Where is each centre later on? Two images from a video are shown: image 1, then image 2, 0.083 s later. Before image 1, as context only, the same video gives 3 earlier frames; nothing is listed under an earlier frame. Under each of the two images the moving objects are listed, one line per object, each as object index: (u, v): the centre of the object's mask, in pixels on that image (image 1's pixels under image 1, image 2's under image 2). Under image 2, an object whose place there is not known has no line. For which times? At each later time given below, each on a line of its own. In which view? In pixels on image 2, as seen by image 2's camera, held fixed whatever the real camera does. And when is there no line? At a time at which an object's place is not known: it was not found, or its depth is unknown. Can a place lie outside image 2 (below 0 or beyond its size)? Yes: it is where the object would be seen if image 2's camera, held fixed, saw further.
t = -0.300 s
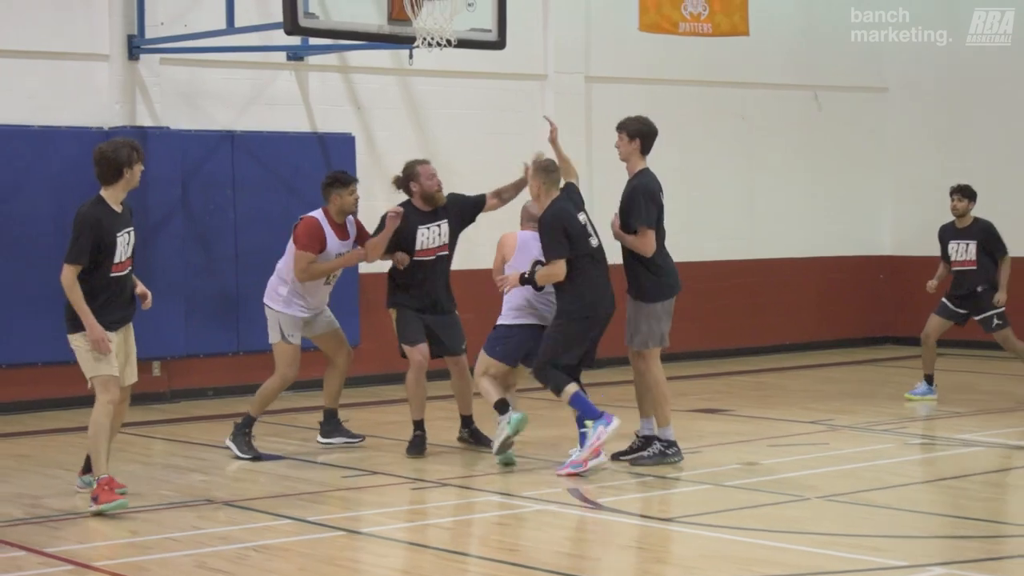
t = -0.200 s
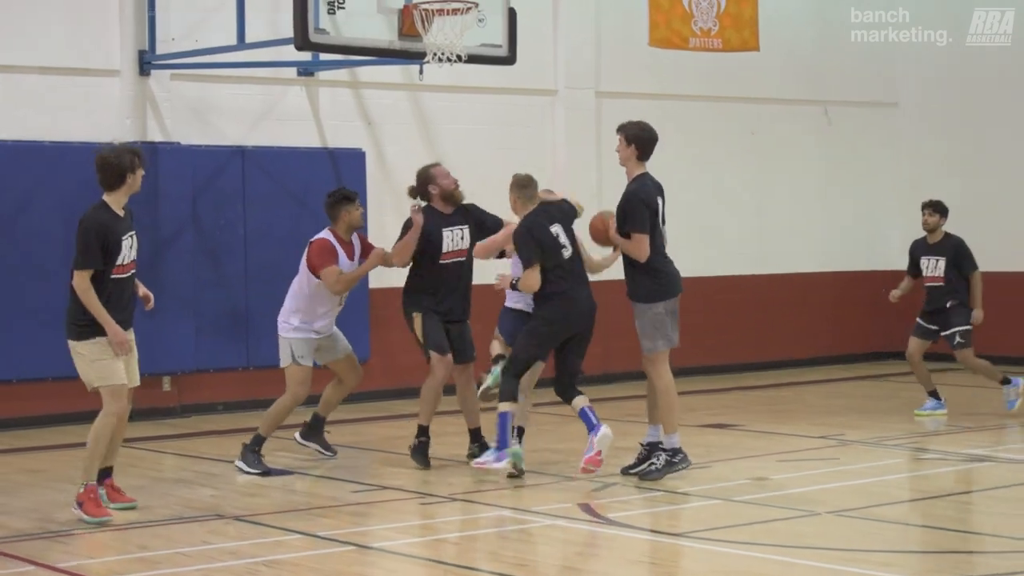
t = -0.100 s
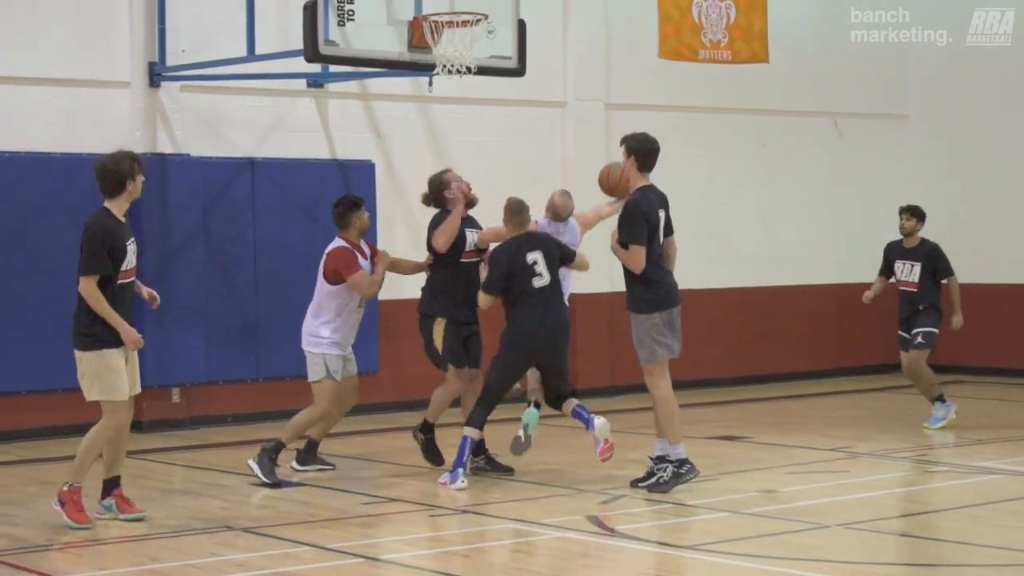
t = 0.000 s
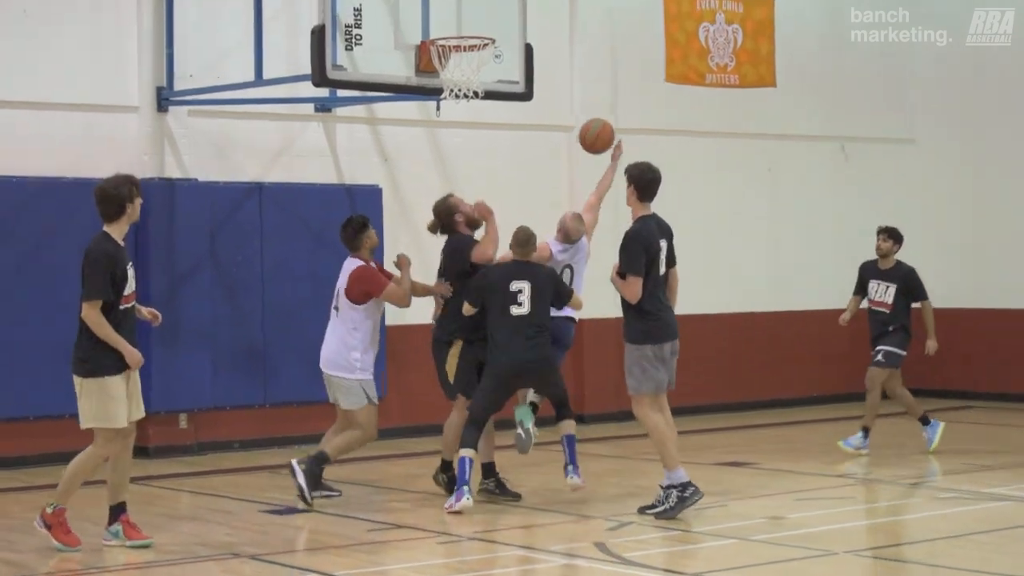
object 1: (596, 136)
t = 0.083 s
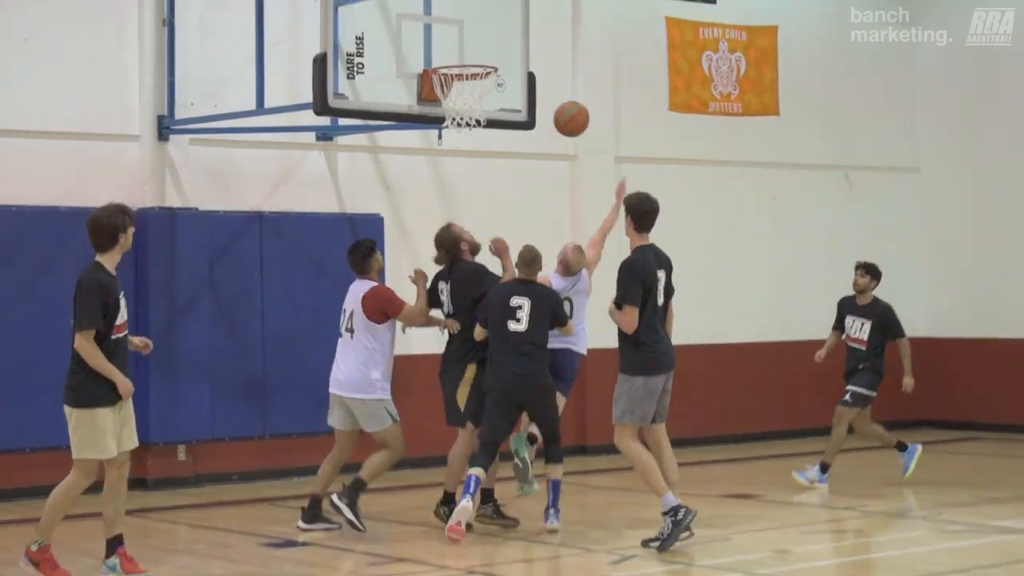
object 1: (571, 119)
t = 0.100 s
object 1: (566, 111)
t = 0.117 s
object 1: (560, 104)
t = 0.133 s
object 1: (555, 96)
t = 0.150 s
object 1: (550, 90)
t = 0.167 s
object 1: (544, 84)
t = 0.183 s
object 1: (539, 79)
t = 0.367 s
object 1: (482, 44)
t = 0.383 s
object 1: (477, 44)
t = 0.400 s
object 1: (473, 43)
